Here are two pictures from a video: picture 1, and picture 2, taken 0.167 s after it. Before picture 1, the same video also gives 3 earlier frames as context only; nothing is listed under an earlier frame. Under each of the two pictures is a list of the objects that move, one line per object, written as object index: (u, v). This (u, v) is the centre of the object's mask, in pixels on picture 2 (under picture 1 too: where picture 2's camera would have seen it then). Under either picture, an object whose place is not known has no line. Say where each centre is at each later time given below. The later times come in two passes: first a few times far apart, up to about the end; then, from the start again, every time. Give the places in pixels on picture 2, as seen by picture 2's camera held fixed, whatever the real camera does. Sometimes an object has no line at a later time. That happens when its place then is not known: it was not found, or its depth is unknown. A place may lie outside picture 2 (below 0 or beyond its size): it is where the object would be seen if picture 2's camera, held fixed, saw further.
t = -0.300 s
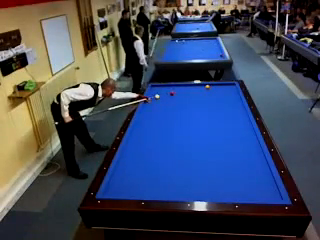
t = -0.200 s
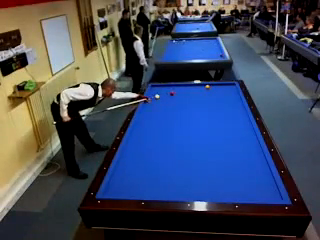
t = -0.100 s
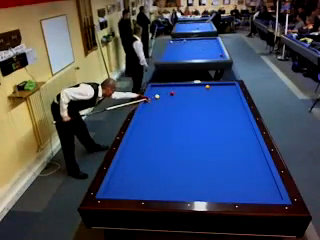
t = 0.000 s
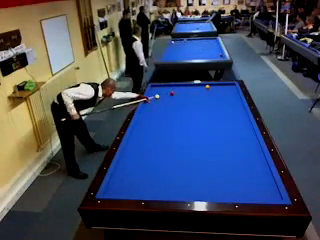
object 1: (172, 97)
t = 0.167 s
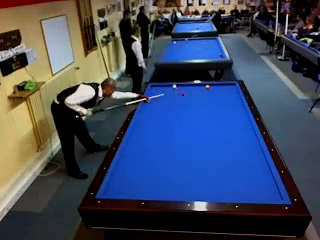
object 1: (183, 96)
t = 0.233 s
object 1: (190, 97)
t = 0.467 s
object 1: (212, 96)
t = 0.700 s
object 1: (234, 98)
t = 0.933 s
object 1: (227, 101)
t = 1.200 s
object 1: (213, 100)
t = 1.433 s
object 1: (200, 101)
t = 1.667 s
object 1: (188, 102)
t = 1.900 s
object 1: (177, 103)
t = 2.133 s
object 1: (165, 104)
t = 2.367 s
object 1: (154, 107)
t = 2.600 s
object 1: (147, 106)
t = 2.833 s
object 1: (154, 105)
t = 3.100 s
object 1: (161, 105)
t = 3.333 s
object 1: (168, 105)
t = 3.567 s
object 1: (172, 104)
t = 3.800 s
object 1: (178, 104)
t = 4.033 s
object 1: (184, 105)
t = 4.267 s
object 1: (189, 104)
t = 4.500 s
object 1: (195, 104)
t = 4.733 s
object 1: (200, 104)
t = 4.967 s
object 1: (205, 104)
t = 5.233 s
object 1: (210, 105)
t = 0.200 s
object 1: (187, 96)
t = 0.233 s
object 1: (190, 97)
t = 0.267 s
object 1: (194, 98)
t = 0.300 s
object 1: (197, 98)
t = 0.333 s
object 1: (201, 96)
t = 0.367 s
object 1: (203, 96)
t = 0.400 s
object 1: (206, 95)
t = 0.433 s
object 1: (210, 97)
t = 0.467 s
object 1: (212, 96)
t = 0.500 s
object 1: (216, 97)
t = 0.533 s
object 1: (219, 97)
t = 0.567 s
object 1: (222, 96)
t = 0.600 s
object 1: (225, 97)
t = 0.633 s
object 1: (228, 97)
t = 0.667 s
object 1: (231, 98)
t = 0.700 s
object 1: (234, 98)
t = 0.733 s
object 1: (238, 99)
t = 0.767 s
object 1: (237, 100)
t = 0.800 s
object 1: (236, 101)
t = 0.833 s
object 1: (235, 101)
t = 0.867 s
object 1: (230, 99)
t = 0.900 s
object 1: (228, 100)
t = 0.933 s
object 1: (227, 101)
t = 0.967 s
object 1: (225, 100)
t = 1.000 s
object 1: (222, 100)
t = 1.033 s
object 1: (222, 101)
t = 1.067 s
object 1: (221, 100)
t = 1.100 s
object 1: (217, 99)
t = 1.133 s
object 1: (216, 100)
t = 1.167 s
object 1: (214, 99)
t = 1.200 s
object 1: (213, 100)
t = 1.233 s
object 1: (211, 101)
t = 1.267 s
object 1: (208, 99)
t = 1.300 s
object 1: (207, 100)
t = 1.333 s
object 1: (205, 101)
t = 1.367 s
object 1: (204, 100)
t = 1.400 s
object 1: (202, 101)
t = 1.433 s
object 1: (200, 101)
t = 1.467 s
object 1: (198, 101)
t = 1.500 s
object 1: (197, 101)
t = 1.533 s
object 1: (196, 101)
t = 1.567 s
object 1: (194, 100)
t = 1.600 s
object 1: (192, 102)
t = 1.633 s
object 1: (189, 100)
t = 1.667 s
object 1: (188, 102)
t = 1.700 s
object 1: (186, 102)
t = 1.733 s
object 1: (185, 102)
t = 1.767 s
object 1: (183, 102)
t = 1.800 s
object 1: (182, 102)
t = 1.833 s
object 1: (180, 103)
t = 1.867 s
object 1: (179, 103)
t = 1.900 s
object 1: (177, 103)
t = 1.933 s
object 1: (175, 103)
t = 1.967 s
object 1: (174, 102)
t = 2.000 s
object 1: (172, 103)
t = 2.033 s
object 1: (169, 103)
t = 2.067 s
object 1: (167, 103)
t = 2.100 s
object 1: (167, 103)
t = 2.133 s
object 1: (165, 104)
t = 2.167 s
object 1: (164, 104)
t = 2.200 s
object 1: (162, 104)
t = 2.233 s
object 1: (160, 105)
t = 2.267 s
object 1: (158, 106)
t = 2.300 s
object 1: (158, 105)
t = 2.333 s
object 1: (156, 106)
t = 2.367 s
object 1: (154, 107)
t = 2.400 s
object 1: (153, 107)
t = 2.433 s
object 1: (151, 106)
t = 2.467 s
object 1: (149, 106)
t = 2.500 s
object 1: (148, 106)
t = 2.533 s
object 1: (146, 106)
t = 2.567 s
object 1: (146, 106)
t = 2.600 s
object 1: (147, 106)
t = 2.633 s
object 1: (148, 106)
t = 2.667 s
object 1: (149, 105)
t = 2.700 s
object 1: (150, 106)
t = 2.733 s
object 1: (151, 105)
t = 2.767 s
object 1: (153, 106)
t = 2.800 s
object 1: (153, 106)
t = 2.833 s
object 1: (154, 105)
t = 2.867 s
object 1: (155, 105)
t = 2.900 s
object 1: (156, 105)
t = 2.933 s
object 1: (156, 105)
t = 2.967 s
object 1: (158, 105)
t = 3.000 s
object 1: (158, 105)
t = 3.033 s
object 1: (152, 104)
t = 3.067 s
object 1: (157, 105)
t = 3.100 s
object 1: (161, 105)
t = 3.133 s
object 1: (163, 107)
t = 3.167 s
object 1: (164, 107)
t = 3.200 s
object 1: (165, 106)
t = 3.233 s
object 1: (165, 105)
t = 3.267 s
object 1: (166, 107)
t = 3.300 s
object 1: (166, 104)
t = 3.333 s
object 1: (168, 105)
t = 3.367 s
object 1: (168, 105)
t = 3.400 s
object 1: (169, 104)
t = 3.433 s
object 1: (170, 105)
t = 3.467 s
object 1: (170, 104)
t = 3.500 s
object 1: (171, 104)
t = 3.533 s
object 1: (172, 104)
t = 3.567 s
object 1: (172, 104)
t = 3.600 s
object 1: (173, 104)
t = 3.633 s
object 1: (174, 104)
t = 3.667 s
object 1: (175, 104)
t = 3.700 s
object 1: (176, 104)
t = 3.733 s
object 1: (177, 104)
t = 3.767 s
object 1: (178, 104)
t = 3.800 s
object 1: (178, 104)
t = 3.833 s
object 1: (179, 104)
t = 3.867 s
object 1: (180, 104)
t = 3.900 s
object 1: (181, 104)
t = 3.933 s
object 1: (182, 104)
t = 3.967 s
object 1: (182, 104)
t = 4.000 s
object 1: (183, 104)
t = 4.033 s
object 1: (184, 105)
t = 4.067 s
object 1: (184, 105)
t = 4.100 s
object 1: (186, 104)
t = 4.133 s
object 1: (186, 104)
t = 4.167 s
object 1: (187, 104)
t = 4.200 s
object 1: (188, 104)
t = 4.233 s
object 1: (188, 104)
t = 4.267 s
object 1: (189, 104)
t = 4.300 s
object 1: (190, 104)
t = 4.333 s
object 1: (191, 104)
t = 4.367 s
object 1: (191, 104)
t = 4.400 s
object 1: (192, 103)
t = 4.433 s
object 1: (193, 104)
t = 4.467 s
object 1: (194, 104)
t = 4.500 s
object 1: (195, 104)
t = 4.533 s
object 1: (195, 104)
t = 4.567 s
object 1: (196, 104)
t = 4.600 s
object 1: (197, 104)
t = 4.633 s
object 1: (197, 104)
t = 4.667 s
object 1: (198, 104)
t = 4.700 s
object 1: (199, 104)
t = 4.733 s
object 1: (200, 104)
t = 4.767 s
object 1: (201, 104)
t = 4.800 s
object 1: (202, 104)
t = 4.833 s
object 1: (202, 104)
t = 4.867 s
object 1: (203, 104)
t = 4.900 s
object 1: (203, 104)
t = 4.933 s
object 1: (204, 104)
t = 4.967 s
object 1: (205, 104)
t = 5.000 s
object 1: (205, 104)
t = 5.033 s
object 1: (206, 104)
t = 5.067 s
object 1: (207, 104)
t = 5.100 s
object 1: (208, 104)
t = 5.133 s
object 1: (208, 104)
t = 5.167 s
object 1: (209, 104)
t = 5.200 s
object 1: (210, 104)
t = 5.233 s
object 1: (210, 105)
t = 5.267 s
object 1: (211, 105)
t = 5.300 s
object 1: (212, 105)
